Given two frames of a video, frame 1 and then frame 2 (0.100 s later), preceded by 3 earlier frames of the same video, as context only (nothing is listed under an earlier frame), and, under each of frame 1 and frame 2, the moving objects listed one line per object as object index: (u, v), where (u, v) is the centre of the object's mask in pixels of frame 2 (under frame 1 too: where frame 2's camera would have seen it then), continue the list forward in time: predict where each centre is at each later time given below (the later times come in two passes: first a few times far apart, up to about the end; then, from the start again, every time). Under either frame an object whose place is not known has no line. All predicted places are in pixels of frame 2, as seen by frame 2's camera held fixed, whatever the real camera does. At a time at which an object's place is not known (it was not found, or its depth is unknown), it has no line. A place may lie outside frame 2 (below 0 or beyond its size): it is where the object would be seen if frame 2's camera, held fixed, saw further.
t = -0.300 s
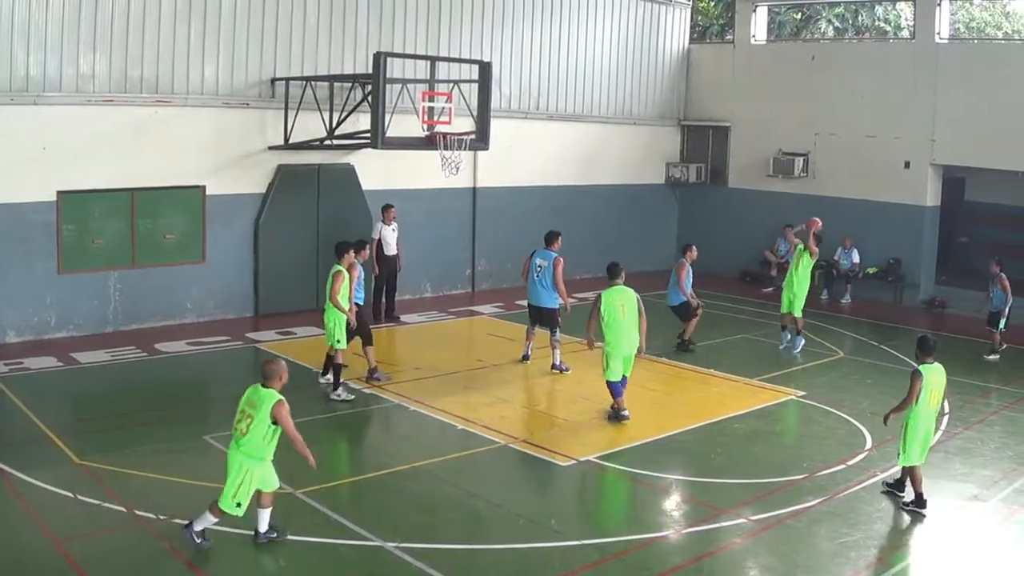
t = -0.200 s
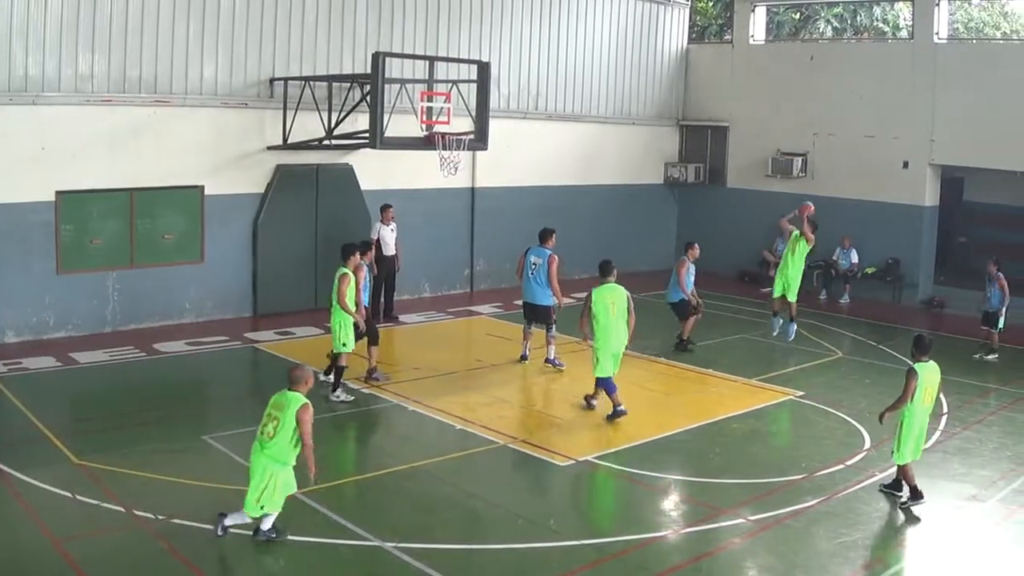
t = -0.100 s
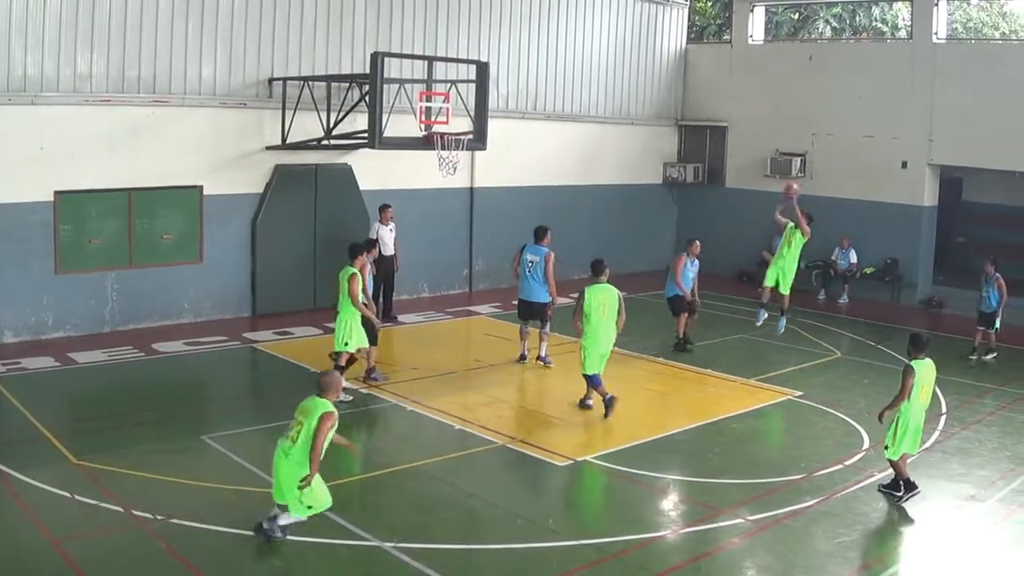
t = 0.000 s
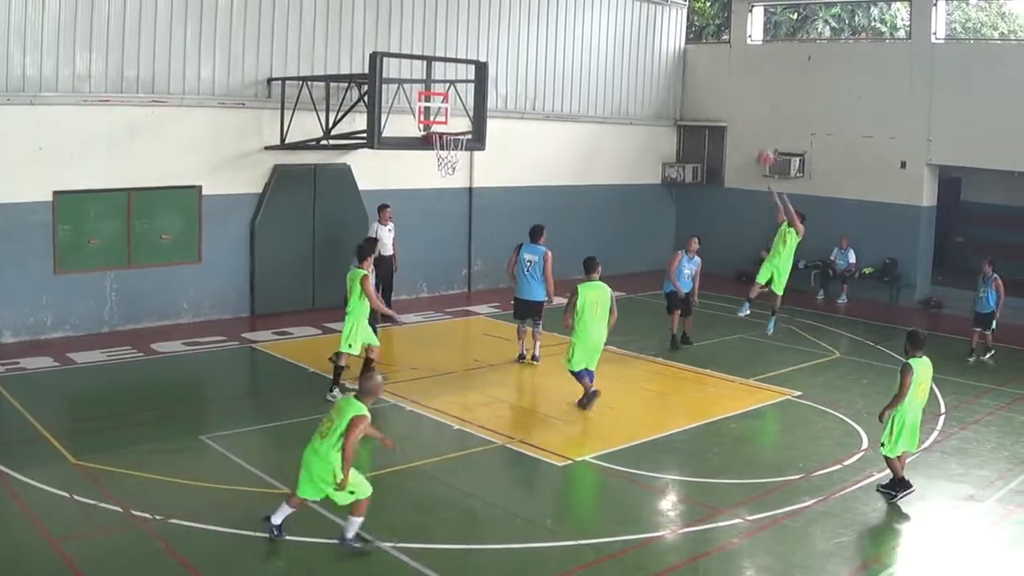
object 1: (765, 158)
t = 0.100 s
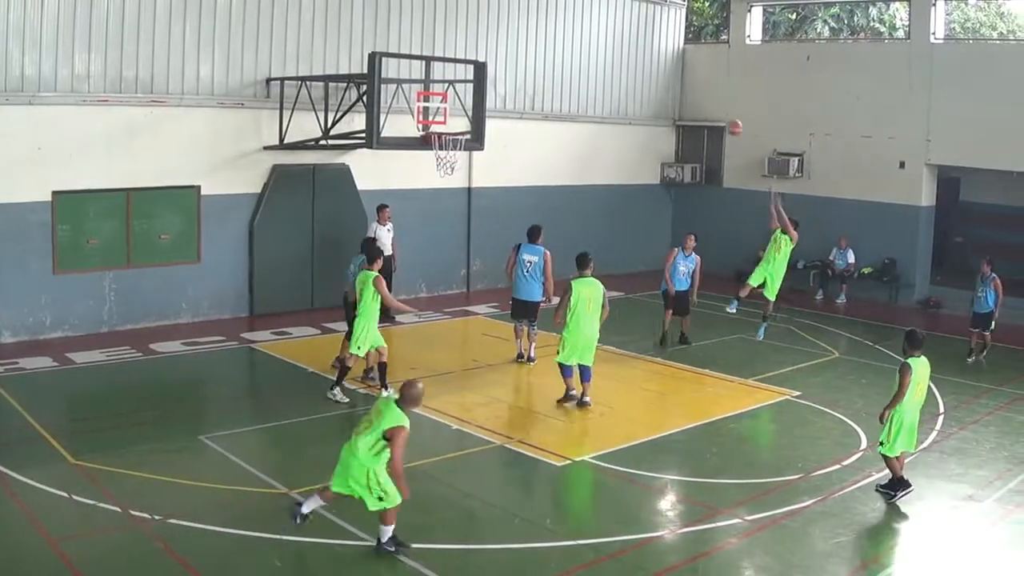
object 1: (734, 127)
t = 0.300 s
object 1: (670, 85)
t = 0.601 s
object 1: (571, 73)
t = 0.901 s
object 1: (471, 125)
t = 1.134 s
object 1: (461, 103)
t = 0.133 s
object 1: (724, 119)
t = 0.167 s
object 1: (712, 110)
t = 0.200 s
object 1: (703, 102)
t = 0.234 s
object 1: (692, 96)
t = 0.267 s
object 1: (681, 90)
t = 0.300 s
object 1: (670, 85)
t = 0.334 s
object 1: (659, 81)
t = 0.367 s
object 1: (648, 77)
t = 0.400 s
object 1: (637, 75)
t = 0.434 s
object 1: (627, 72)
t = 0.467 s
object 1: (615, 71)
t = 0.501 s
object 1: (604, 70)
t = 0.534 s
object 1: (593, 71)
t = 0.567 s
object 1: (582, 72)
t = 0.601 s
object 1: (571, 73)
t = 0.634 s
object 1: (559, 75)
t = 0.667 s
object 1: (548, 79)
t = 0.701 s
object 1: (537, 83)
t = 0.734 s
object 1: (525, 88)
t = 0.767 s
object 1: (515, 93)
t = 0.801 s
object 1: (503, 100)
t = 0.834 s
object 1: (491, 108)
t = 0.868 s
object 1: (483, 115)
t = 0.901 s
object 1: (471, 125)
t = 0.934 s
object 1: (467, 125)
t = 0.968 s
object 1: (466, 119)
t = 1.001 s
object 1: (465, 114)
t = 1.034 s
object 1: (464, 111)
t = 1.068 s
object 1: (463, 107)
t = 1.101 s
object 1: (462, 105)
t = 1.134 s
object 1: (461, 103)
